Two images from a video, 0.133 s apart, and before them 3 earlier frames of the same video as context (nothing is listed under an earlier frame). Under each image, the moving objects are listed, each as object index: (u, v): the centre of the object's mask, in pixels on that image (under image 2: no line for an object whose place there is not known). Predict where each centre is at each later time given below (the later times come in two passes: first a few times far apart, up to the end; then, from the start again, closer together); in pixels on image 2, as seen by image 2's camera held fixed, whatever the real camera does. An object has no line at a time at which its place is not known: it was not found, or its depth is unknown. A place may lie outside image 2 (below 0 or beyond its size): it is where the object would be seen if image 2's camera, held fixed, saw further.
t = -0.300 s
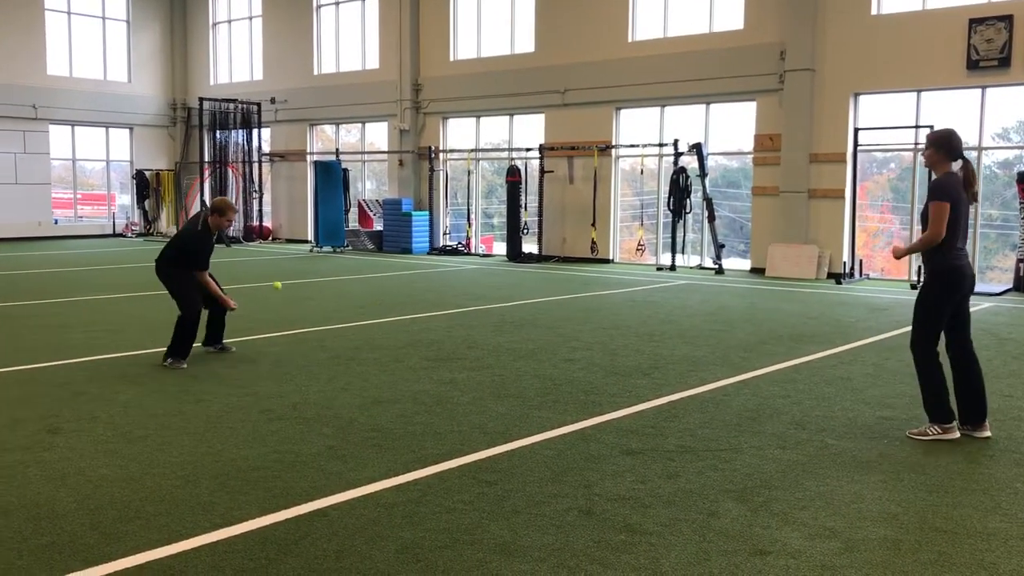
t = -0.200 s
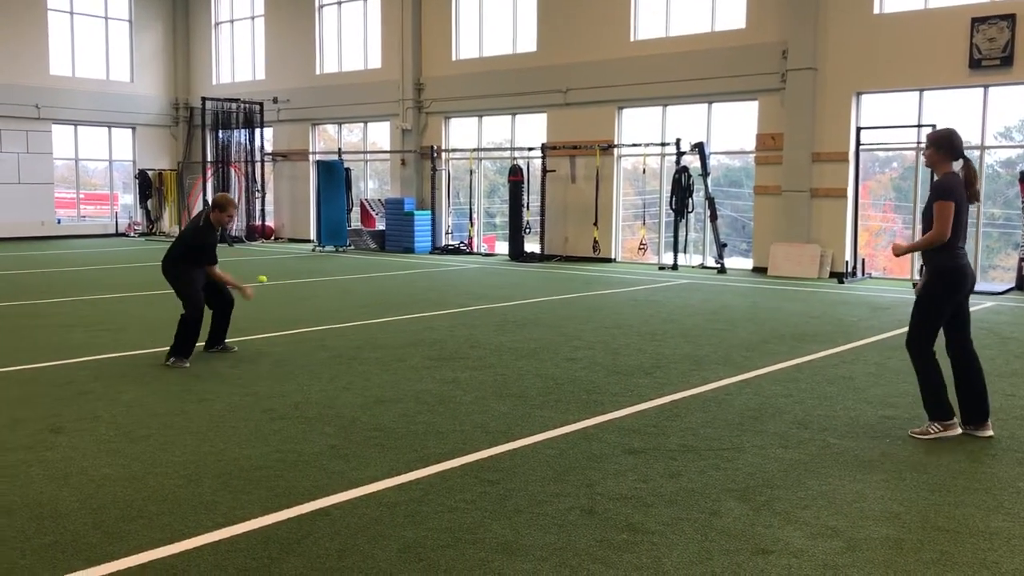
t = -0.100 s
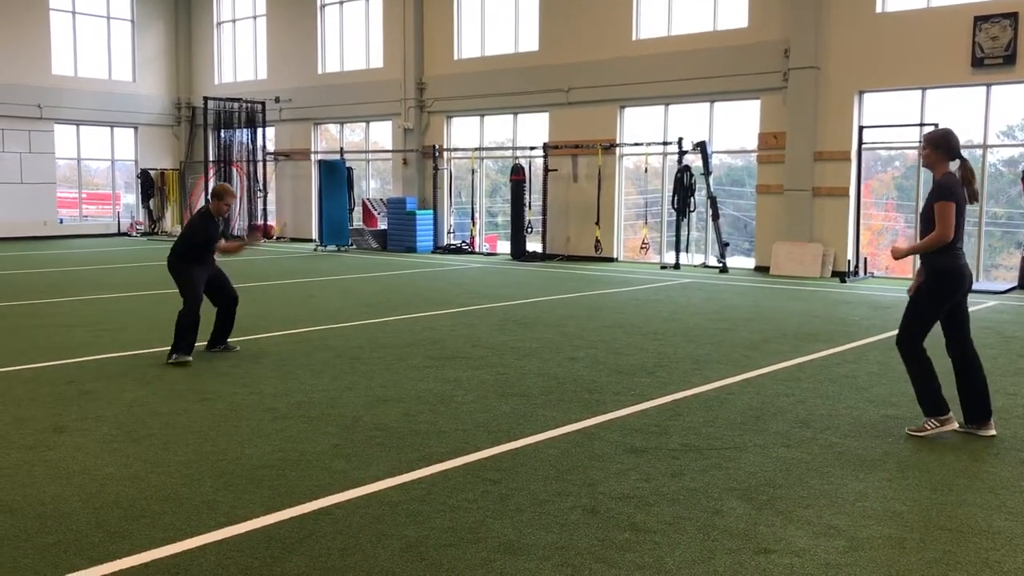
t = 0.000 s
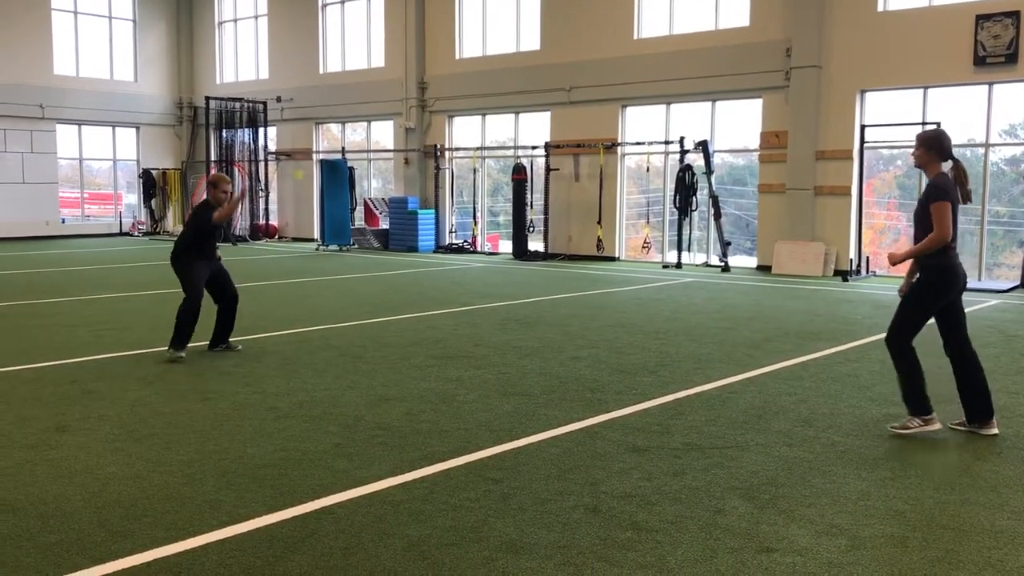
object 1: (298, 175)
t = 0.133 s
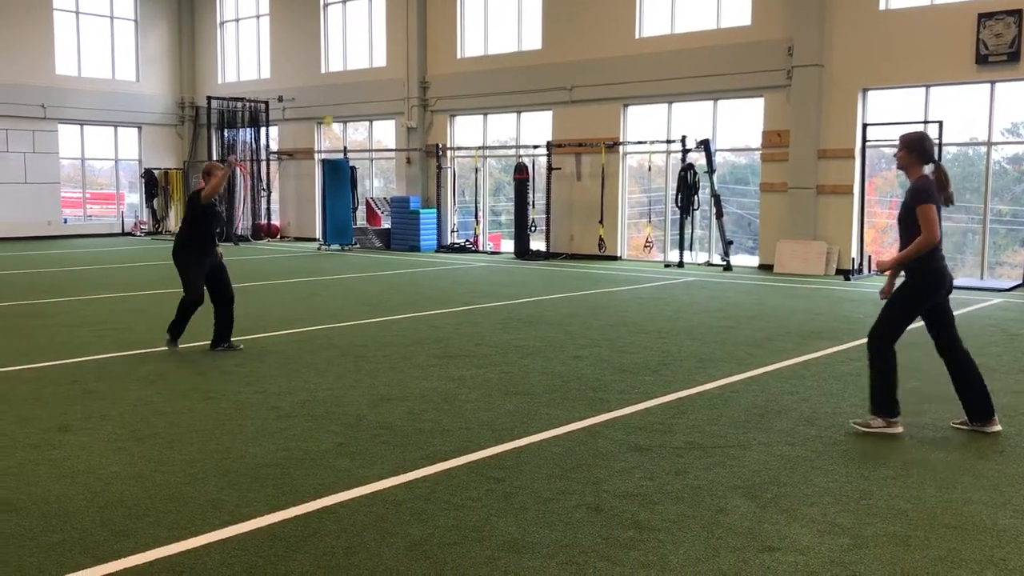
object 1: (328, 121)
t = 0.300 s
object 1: (365, 83)
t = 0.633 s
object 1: (448, 114)
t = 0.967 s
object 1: (539, 306)
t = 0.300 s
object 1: (365, 83)
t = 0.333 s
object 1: (373, 80)
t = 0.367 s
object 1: (381, 77)
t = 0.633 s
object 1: (448, 114)
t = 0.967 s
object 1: (539, 306)
